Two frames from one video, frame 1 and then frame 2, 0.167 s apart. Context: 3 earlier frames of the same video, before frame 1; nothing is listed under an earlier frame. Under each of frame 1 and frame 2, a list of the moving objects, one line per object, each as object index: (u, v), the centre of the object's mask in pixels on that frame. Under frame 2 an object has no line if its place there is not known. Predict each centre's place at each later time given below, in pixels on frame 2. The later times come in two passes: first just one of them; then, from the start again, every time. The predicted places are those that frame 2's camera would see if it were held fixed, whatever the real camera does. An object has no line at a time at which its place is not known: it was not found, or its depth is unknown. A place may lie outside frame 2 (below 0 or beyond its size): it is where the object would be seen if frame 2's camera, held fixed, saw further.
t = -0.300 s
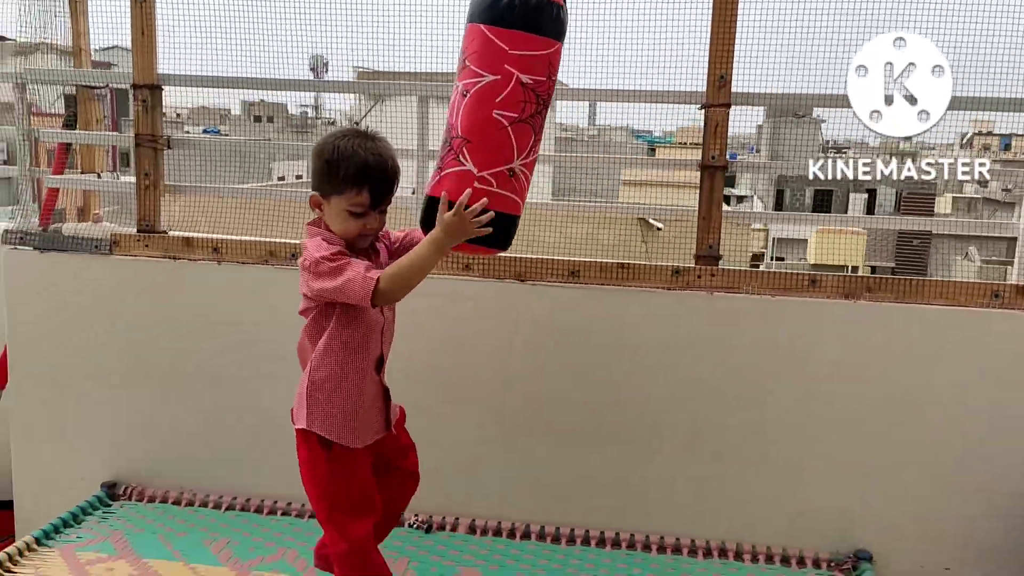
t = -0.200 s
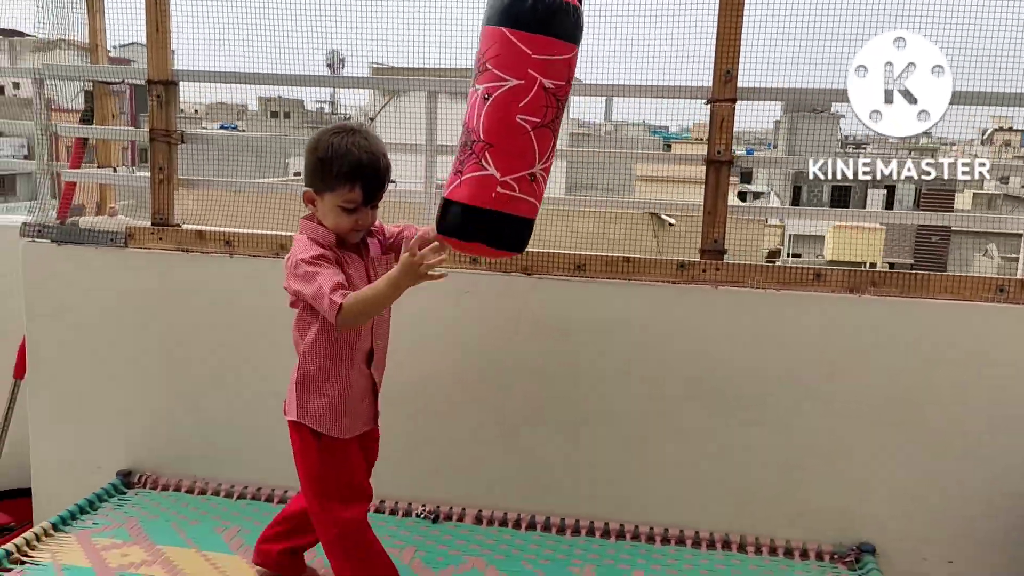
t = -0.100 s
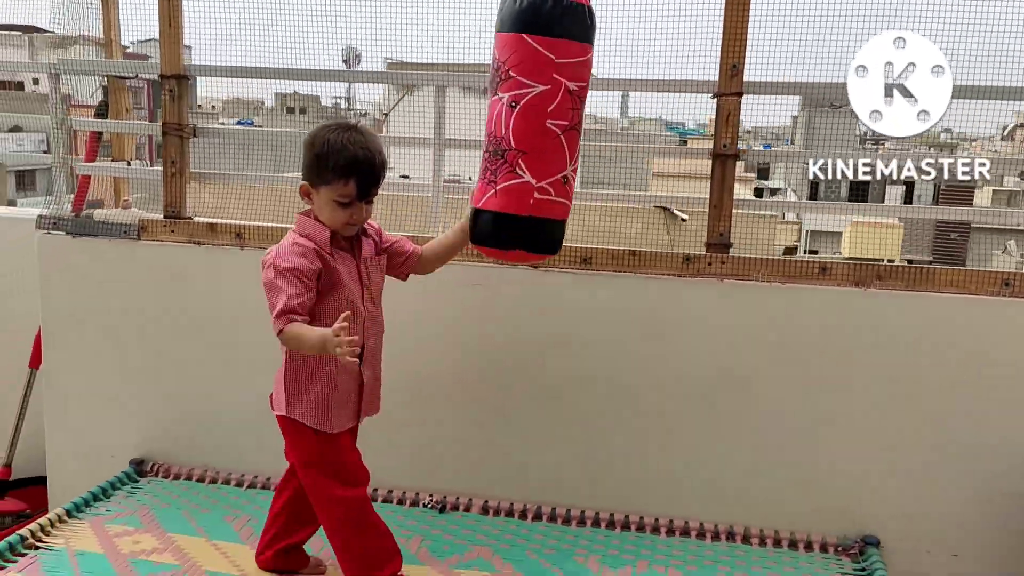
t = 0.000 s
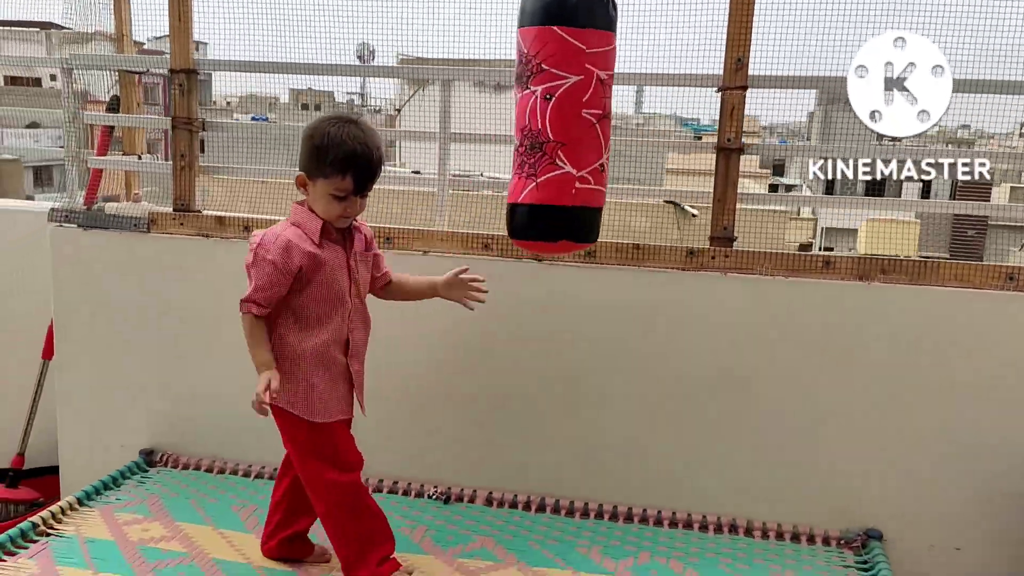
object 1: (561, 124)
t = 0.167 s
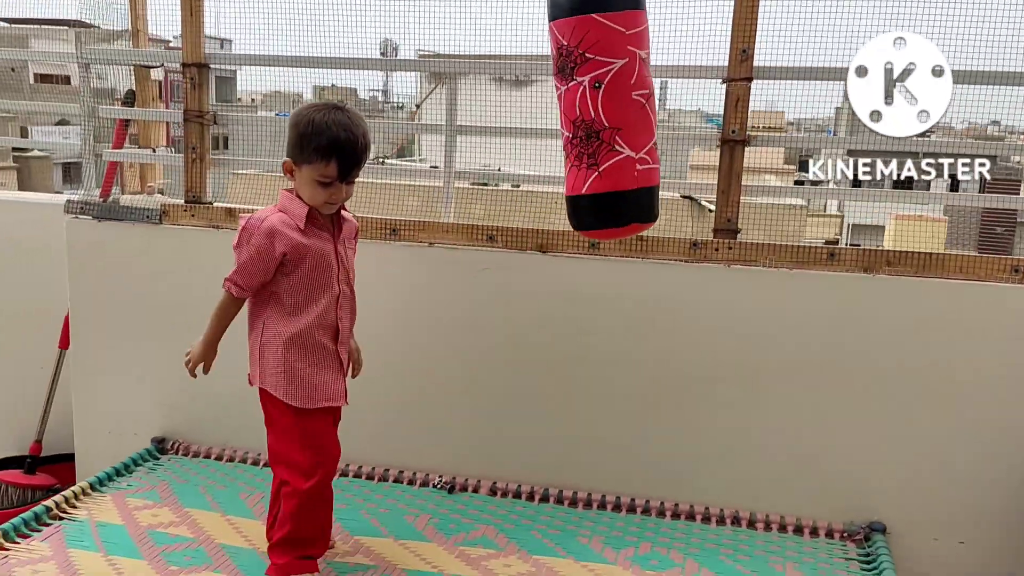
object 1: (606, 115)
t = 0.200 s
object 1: (613, 116)
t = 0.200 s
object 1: (613, 116)
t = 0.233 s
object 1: (619, 116)
